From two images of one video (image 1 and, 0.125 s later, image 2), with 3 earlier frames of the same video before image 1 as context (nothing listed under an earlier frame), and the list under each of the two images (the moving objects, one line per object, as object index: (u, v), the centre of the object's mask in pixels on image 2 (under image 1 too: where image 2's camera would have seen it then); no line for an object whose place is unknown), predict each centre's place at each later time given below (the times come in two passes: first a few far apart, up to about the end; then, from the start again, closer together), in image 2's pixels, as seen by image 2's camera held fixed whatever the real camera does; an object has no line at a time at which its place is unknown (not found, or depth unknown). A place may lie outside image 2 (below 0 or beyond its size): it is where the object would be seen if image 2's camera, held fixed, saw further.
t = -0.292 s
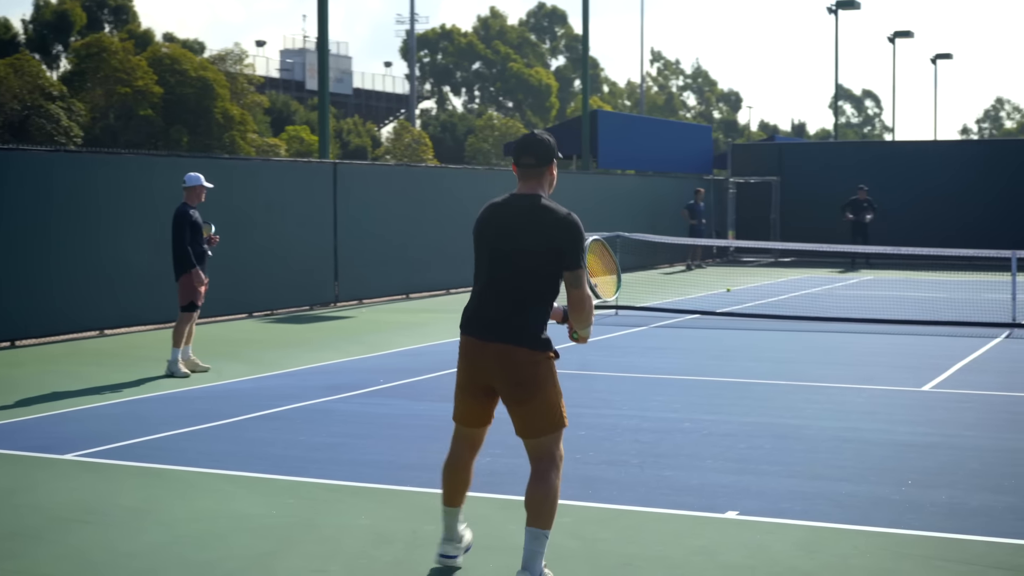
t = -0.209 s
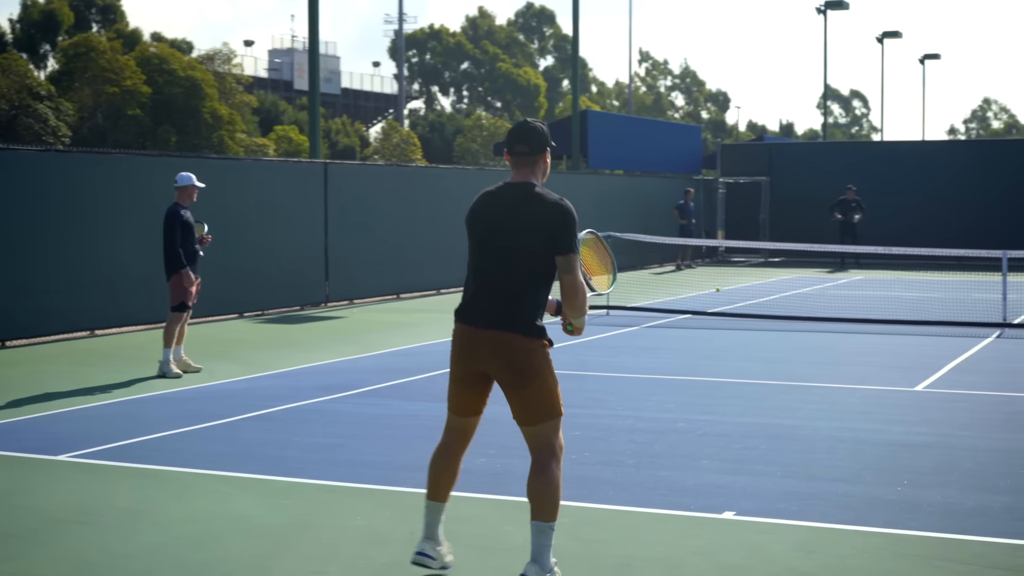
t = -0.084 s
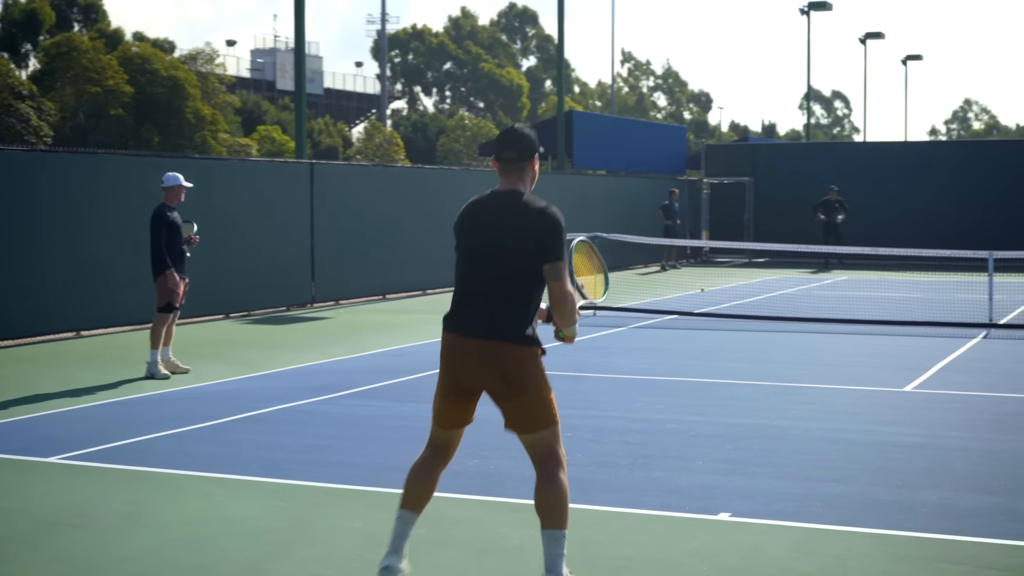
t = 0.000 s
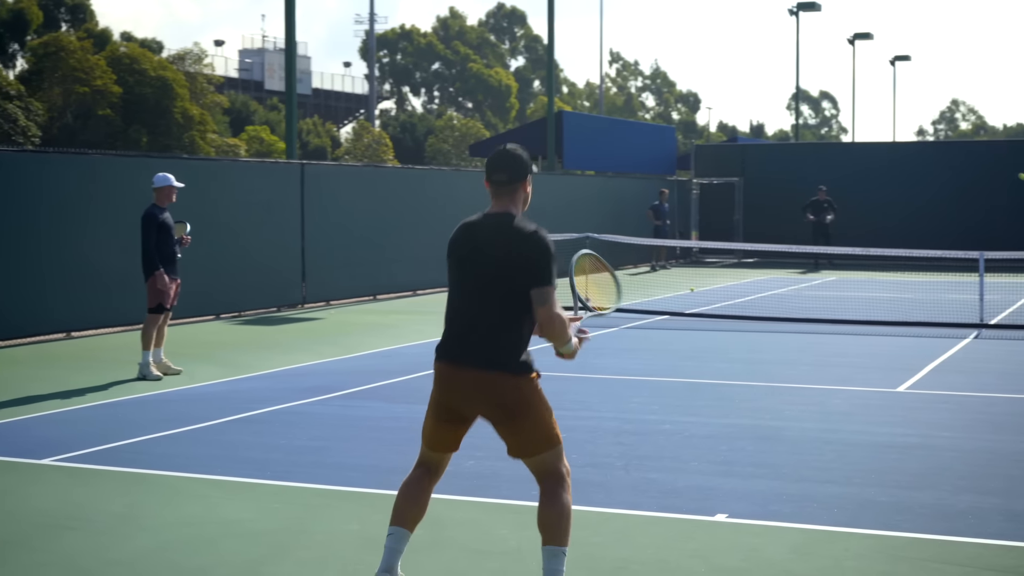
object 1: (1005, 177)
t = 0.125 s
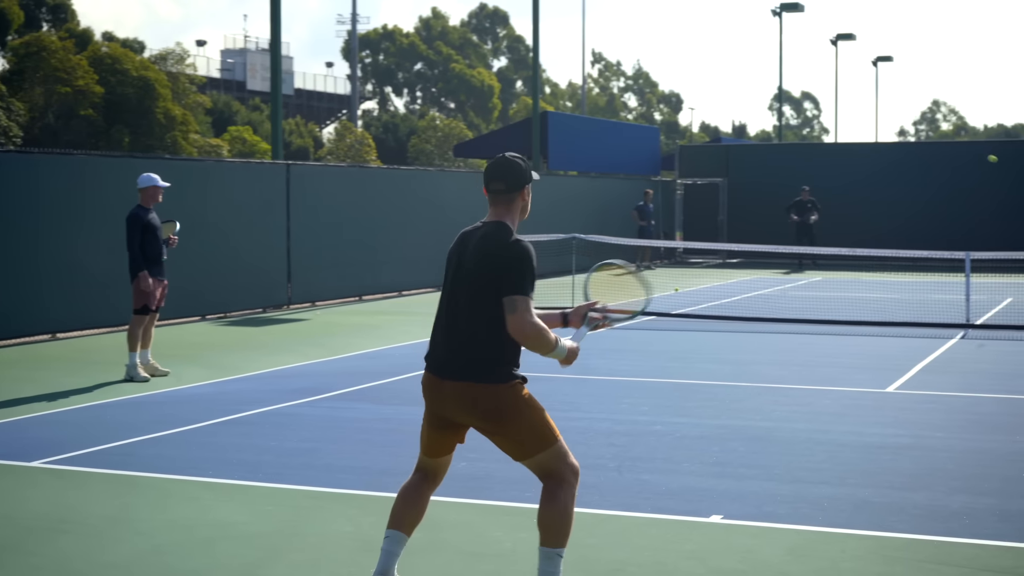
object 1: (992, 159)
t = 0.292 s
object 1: (971, 152)
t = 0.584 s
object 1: (917, 253)
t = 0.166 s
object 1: (987, 155)
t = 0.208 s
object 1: (982, 152)
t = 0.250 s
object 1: (976, 151)
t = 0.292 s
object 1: (971, 152)
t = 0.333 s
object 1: (965, 156)
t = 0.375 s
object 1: (958, 161)
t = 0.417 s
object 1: (952, 170)
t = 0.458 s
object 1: (944, 183)
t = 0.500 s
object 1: (937, 201)
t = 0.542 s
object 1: (927, 223)
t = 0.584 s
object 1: (917, 253)
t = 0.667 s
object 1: (889, 337)
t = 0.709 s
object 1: (870, 403)
